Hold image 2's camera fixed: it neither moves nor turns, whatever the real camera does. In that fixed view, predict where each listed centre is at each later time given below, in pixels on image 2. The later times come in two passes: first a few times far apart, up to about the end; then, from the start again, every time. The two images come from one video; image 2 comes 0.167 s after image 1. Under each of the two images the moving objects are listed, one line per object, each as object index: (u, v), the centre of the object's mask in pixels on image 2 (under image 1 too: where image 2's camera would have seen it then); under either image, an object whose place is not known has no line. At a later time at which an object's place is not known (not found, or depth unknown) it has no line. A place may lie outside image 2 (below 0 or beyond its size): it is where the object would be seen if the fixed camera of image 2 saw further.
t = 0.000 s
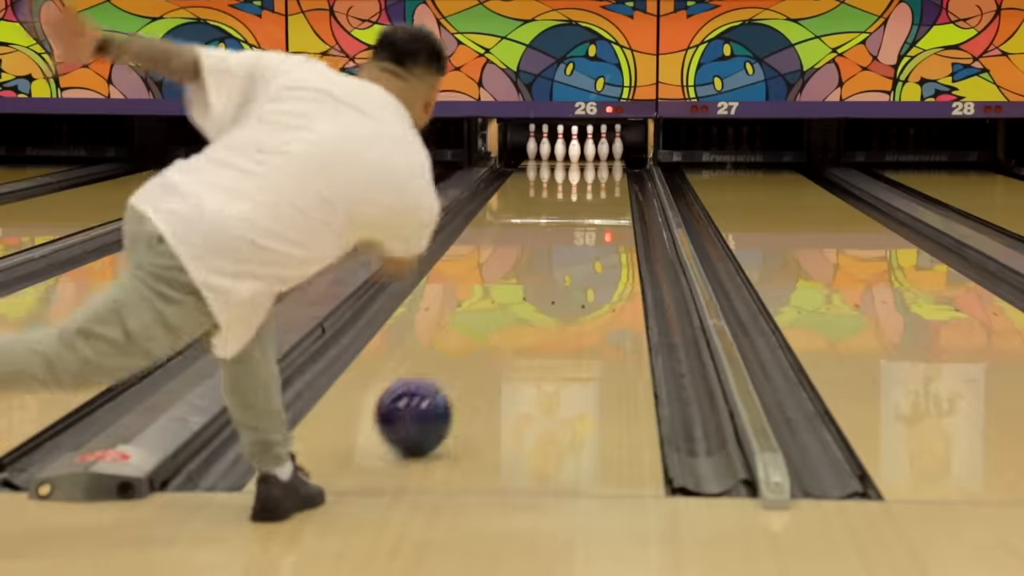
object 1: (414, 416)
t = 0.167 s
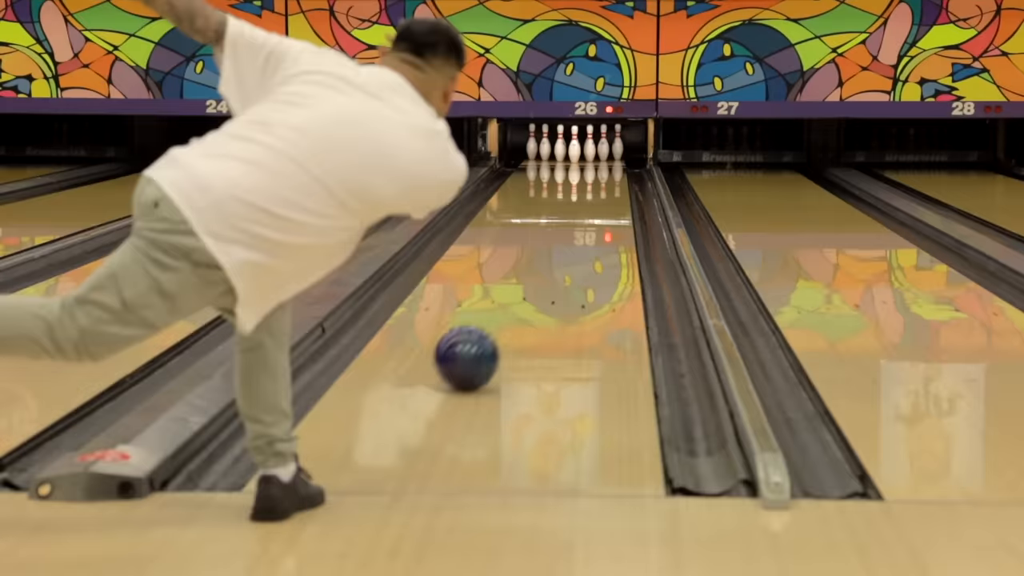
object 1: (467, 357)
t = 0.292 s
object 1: (495, 325)
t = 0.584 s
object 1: (541, 270)
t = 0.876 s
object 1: (570, 235)
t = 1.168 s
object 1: (589, 209)
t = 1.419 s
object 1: (599, 193)
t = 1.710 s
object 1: (606, 178)
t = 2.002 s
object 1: (605, 166)
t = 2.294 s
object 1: (592, 157)
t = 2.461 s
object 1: (585, 153)
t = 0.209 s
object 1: (477, 346)
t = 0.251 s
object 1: (486, 335)
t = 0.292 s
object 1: (495, 325)
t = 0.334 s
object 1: (503, 316)
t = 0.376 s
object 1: (511, 307)
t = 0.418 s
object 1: (518, 298)
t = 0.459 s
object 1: (524, 291)
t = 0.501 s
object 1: (530, 283)
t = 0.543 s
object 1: (536, 277)
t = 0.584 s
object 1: (541, 270)
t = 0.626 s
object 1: (546, 264)
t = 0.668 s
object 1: (551, 258)
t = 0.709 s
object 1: (555, 253)
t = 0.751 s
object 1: (559, 248)
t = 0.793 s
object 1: (563, 243)
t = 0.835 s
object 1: (566, 239)
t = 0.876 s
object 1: (570, 235)
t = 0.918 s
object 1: (573, 230)
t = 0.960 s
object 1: (576, 227)
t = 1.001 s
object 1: (579, 223)
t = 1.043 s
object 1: (582, 219)
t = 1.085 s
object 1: (584, 215)
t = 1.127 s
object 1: (586, 212)
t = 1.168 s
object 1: (589, 209)
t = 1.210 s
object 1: (591, 206)
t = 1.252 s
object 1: (593, 203)
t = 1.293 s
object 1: (595, 200)
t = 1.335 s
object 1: (596, 198)
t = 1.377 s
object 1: (598, 195)
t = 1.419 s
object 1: (599, 193)
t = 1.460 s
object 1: (601, 190)
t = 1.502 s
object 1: (602, 188)
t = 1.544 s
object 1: (603, 186)
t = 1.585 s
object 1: (604, 184)
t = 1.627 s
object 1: (605, 182)
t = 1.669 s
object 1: (606, 180)
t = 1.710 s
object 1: (606, 178)
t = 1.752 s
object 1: (607, 176)
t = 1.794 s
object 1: (607, 174)
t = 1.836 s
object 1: (607, 172)
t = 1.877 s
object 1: (607, 171)
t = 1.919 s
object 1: (606, 169)
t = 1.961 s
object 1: (606, 168)
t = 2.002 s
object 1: (605, 166)
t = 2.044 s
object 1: (604, 165)
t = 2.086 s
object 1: (603, 163)
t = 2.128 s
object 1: (601, 162)
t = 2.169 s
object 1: (599, 160)
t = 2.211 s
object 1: (597, 159)
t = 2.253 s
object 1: (595, 158)
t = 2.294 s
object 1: (592, 157)
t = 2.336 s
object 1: (590, 156)
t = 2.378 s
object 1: (587, 154)
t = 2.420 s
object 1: (585, 153)
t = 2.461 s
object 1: (585, 153)
